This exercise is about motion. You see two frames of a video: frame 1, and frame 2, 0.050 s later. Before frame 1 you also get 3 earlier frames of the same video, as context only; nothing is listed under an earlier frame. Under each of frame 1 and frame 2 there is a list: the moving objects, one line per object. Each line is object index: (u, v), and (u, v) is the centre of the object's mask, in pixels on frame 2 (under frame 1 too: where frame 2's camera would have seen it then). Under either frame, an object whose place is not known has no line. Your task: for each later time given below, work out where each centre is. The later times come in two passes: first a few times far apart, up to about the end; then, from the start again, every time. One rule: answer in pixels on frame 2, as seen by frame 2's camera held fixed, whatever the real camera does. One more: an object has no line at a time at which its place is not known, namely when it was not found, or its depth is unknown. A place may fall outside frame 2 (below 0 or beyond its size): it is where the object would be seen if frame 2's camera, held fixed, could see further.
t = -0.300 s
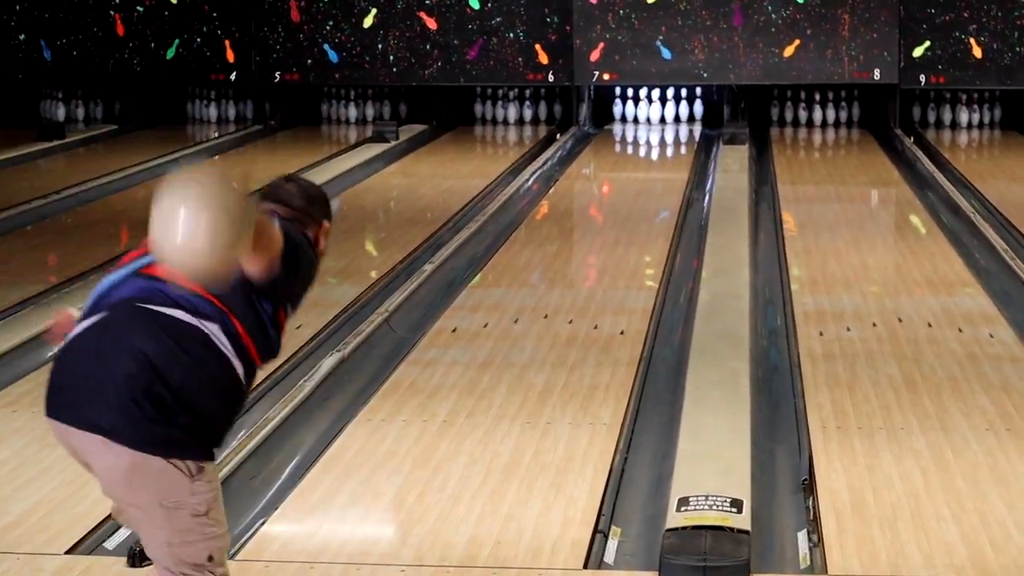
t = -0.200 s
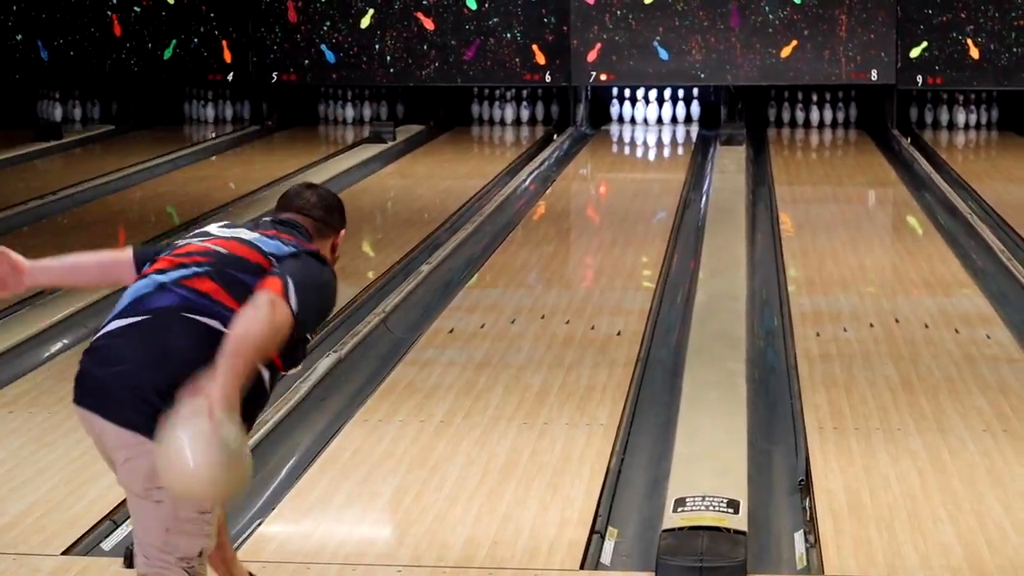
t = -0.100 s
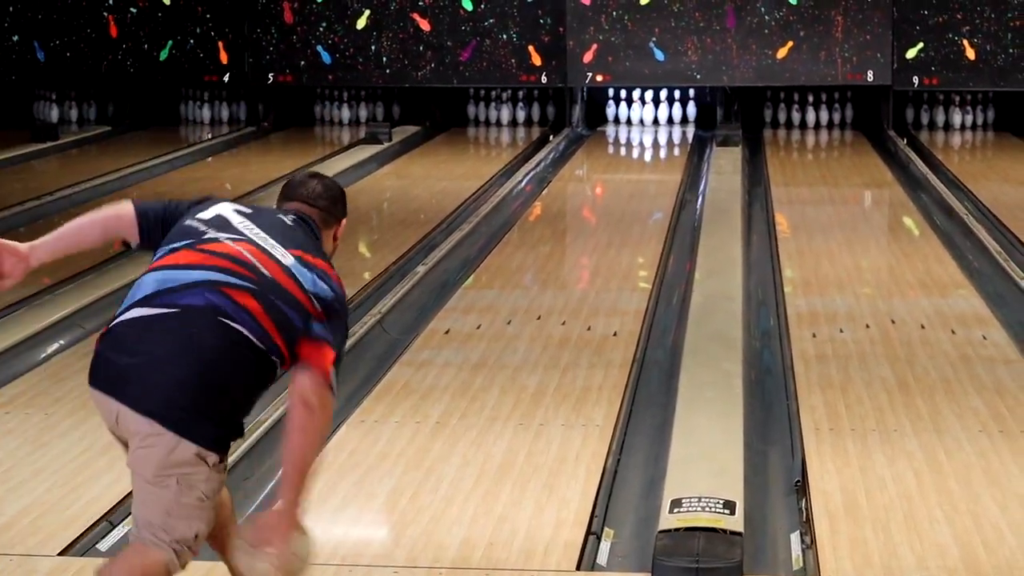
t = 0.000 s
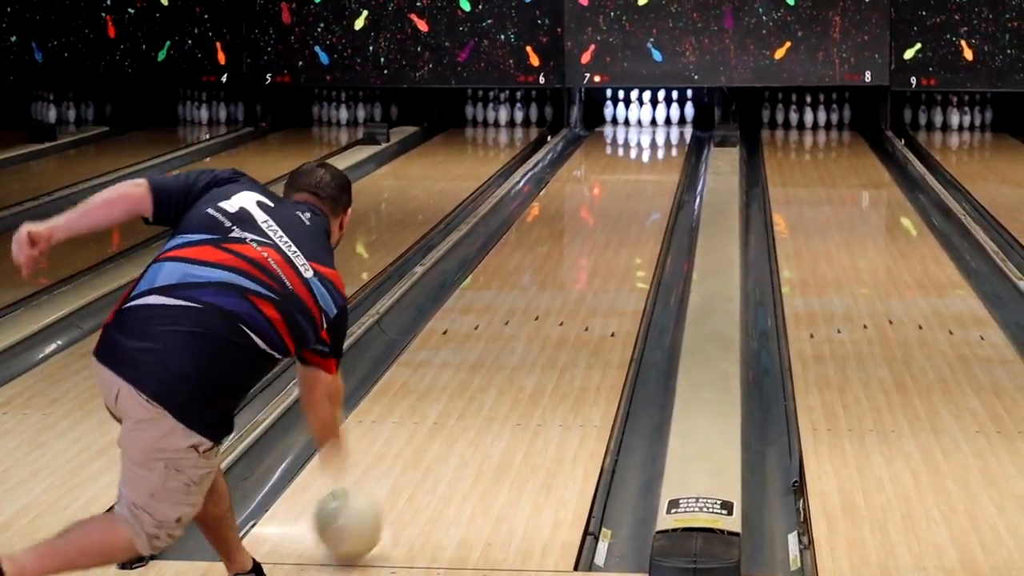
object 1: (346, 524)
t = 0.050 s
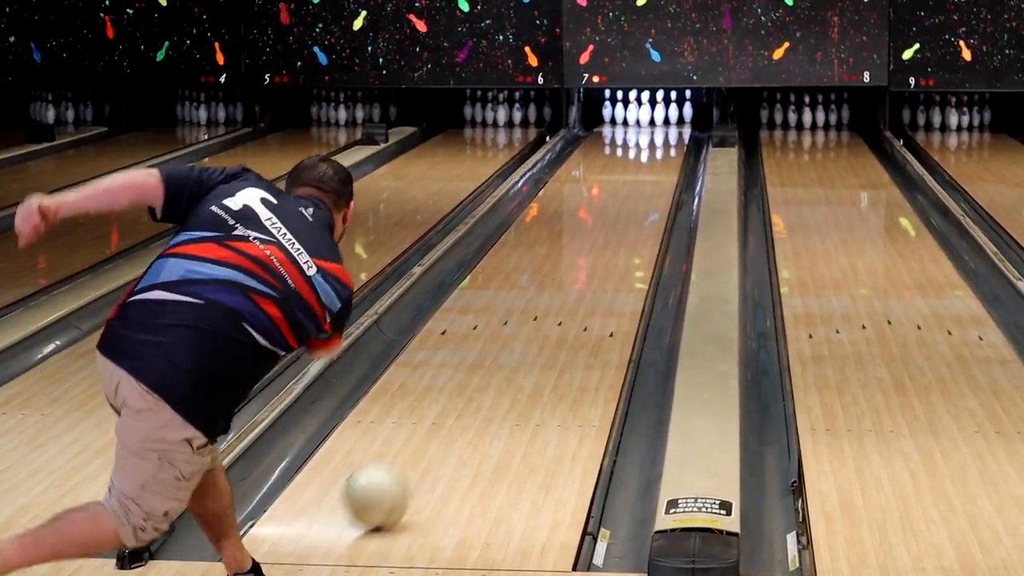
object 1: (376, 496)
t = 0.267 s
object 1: (471, 390)
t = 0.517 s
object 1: (541, 310)
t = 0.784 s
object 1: (589, 251)
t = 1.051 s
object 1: (621, 211)
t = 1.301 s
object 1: (643, 182)
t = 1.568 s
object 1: (657, 158)
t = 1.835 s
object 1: (660, 140)
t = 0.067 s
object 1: (384, 488)
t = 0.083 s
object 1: (393, 476)
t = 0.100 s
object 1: (402, 467)
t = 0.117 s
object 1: (409, 460)
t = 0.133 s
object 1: (417, 451)
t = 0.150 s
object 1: (425, 443)
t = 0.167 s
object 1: (433, 434)
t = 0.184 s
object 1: (439, 426)
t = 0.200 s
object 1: (445, 419)
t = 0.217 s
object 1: (451, 411)
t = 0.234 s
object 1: (459, 403)
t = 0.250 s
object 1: (465, 397)
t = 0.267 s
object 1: (471, 390)
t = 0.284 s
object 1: (477, 384)
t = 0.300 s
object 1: (482, 378)
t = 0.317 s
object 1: (487, 371)
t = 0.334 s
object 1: (492, 366)
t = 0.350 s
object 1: (498, 360)
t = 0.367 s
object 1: (502, 355)
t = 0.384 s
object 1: (507, 350)
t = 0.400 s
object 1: (512, 344)
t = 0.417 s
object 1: (516, 339)
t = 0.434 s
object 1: (521, 334)
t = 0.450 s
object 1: (525, 329)
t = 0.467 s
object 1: (528, 325)
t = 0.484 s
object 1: (533, 319)
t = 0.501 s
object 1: (537, 315)
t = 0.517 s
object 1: (541, 310)
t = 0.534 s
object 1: (544, 305)
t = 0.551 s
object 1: (547, 301)
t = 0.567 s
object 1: (551, 297)
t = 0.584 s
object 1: (555, 293)
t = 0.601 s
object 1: (559, 289)
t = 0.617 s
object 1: (563, 285)
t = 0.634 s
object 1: (565, 281)
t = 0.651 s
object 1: (567, 278)
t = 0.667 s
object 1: (570, 274)
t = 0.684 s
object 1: (572, 271)
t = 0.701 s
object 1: (576, 267)
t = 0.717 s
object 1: (579, 264)
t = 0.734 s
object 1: (581, 261)
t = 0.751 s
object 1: (585, 258)
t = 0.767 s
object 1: (587, 255)
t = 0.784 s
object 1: (589, 251)
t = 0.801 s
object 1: (591, 249)
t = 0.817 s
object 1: (593, 246)
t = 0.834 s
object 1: (596, 243)
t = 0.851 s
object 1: (598, 240)
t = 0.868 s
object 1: (601, 237)
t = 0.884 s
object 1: (603, 234)
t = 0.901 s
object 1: (605, 232)
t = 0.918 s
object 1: (607, 230)
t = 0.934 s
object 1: (609, 227)
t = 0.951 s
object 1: (611, 225)
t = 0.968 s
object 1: (612, 223)
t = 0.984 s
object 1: (615, 220)
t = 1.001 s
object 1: (616, 218)
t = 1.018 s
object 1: (618, 215)
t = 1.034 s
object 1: (619, 213)
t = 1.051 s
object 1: (621, 211)
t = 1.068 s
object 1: (623, 209)
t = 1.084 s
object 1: (624, 207)
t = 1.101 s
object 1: (626, 205)
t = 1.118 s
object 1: (628, 203)
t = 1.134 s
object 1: (629, 200)
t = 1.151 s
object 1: (630, 199)
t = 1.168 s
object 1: (632, 196)
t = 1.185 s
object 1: (634, 194)
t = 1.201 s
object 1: (635, 193)
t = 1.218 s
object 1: (636, 191)
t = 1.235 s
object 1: (638, 189)
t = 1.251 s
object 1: (640, 188)
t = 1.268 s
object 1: (641, 185)
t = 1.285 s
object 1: (642, 184)
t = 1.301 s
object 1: (643, 182)
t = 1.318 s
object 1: (644, 181)
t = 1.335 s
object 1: (646, 179)
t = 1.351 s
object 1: (647, 177)
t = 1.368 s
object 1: (648, 175)
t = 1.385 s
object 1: (649, 173)
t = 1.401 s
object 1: (649, 172)
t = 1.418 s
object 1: (651, 170)
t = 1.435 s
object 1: (651, 169)
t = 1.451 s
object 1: (653, 167)
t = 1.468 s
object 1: (654, 165)
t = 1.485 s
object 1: (655, 164)
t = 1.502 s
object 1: (655, 163)
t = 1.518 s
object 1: (655, 162)
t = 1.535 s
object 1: (656, 161)
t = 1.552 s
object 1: (656, 159)
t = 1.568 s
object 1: (657, 158)
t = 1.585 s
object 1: (658, 157)
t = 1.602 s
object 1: (658, 156)
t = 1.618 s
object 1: (659, 154)
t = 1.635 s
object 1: (659, 153)
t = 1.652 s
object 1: (659, 152)
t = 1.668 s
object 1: (659, 151)
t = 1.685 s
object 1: (659, 150)
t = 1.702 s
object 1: (659, 148)
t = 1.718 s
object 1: (660, 147)
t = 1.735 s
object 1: (660, 146)
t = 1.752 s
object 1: (660, 144)
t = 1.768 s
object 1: (660, 143)
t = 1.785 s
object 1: (660, 142)
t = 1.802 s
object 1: (660, 142)
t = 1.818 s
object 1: (660, 140)
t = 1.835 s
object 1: (660, 140)
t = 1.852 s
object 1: (660, 139)
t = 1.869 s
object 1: (660, 138)
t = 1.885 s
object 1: (659, 137)
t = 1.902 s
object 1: (659, 135)
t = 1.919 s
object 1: (658, 134)
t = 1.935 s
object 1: (658, 133)
